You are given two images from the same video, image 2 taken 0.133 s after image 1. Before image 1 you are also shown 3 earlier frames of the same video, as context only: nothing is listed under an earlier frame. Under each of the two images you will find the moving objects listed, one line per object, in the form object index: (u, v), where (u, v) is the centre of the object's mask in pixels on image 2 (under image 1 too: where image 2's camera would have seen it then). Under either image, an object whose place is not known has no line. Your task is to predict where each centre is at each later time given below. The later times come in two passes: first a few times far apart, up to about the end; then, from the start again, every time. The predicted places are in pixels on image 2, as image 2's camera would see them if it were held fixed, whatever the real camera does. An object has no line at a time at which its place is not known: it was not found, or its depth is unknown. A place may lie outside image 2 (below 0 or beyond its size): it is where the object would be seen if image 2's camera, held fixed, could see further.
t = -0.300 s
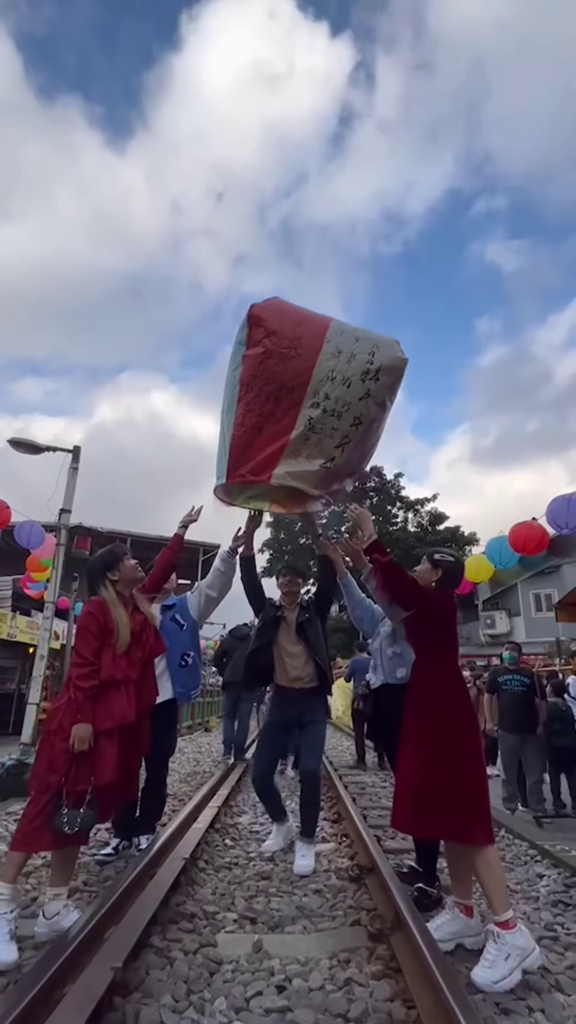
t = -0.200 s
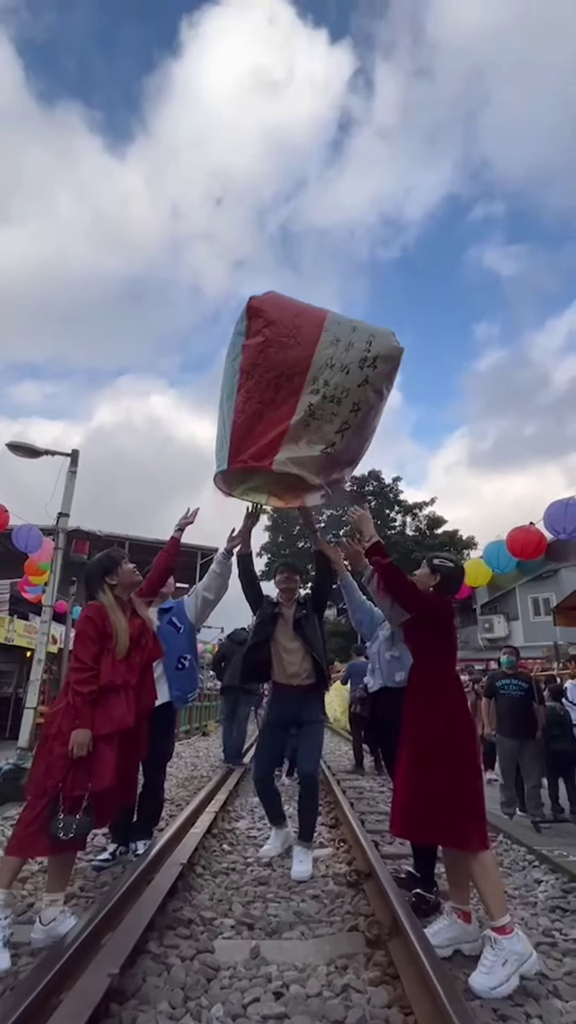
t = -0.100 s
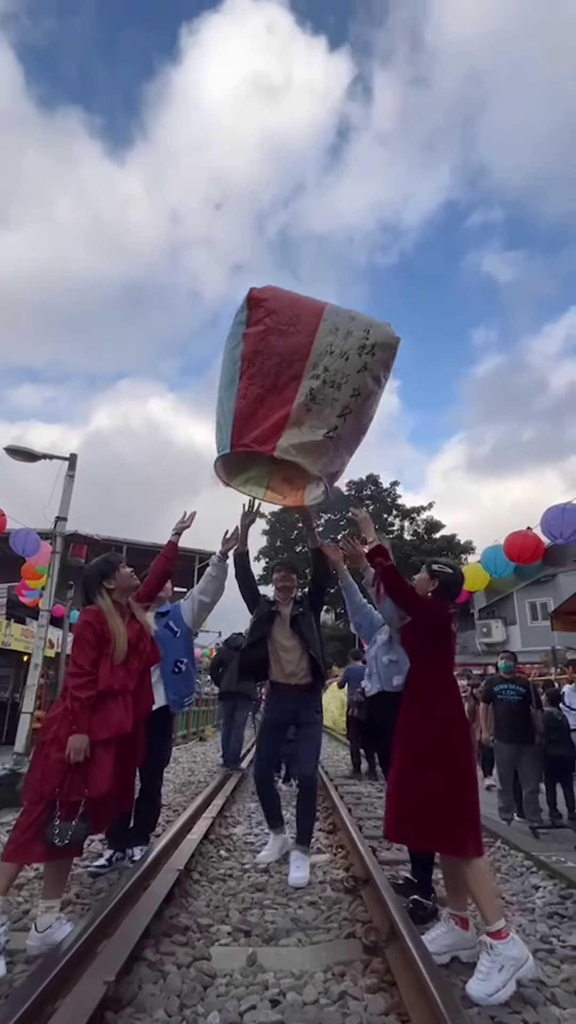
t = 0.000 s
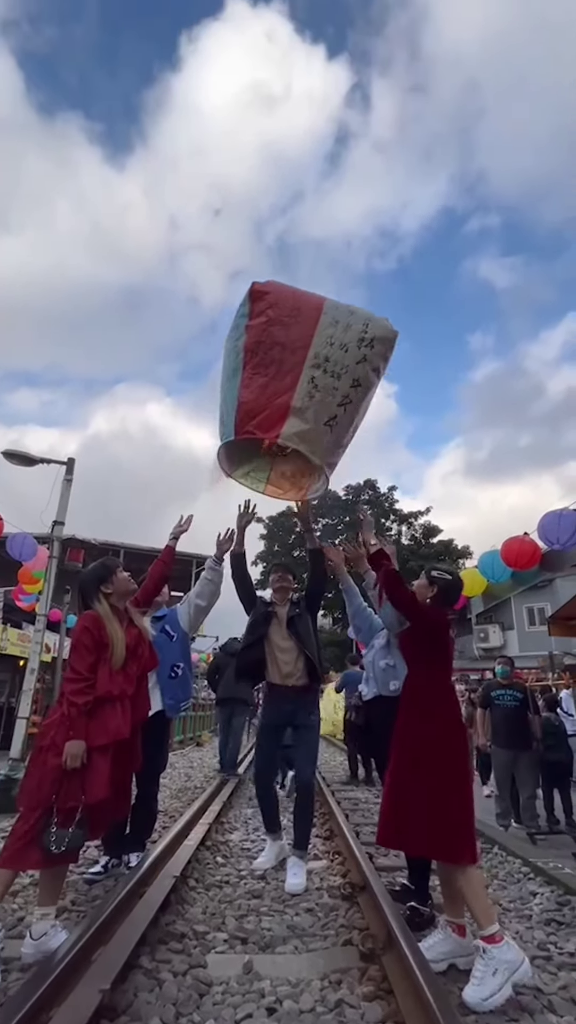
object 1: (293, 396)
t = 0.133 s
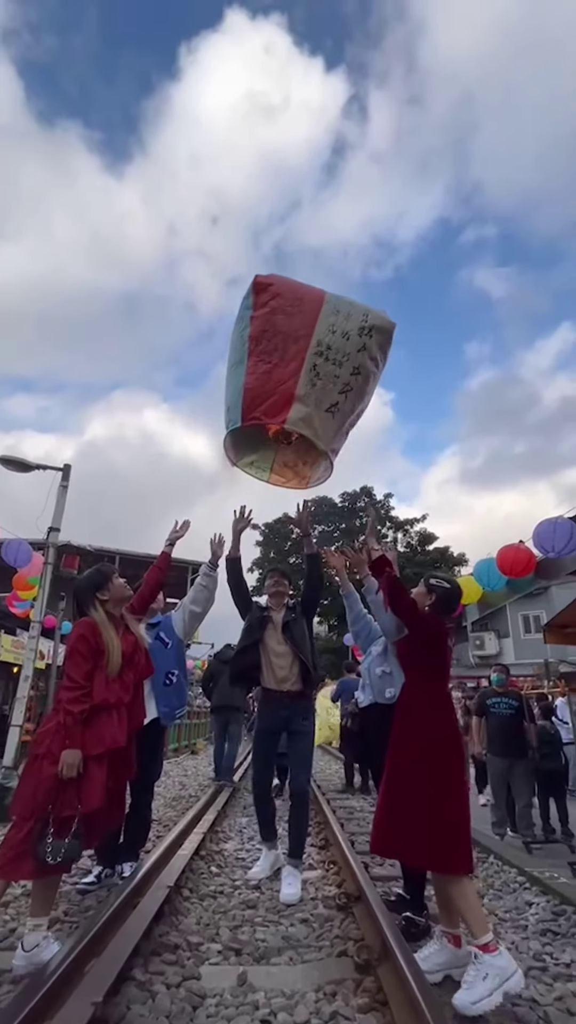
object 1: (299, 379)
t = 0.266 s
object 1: (307, 362)
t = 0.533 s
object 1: (328, 330)
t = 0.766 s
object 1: (353, 299)
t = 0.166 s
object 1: (301, 375)
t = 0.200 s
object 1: (303, 371)
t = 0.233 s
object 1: (304, 366)
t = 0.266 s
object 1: (307, 362)
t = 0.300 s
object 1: (309, 358)
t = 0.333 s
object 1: (311, 355)
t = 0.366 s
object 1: (314, 351)
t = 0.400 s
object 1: (316, 347)
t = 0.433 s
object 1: (319, 343)
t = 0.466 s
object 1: (322, 338)
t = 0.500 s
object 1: (325, 335)
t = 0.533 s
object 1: (328, 330)
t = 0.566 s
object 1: (331, 326)
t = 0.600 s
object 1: (335, 322)
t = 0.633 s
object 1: (339, 318)
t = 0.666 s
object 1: (342, 313)
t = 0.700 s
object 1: (346, 309)
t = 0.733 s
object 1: (349, 304)
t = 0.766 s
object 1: (353, 299)
